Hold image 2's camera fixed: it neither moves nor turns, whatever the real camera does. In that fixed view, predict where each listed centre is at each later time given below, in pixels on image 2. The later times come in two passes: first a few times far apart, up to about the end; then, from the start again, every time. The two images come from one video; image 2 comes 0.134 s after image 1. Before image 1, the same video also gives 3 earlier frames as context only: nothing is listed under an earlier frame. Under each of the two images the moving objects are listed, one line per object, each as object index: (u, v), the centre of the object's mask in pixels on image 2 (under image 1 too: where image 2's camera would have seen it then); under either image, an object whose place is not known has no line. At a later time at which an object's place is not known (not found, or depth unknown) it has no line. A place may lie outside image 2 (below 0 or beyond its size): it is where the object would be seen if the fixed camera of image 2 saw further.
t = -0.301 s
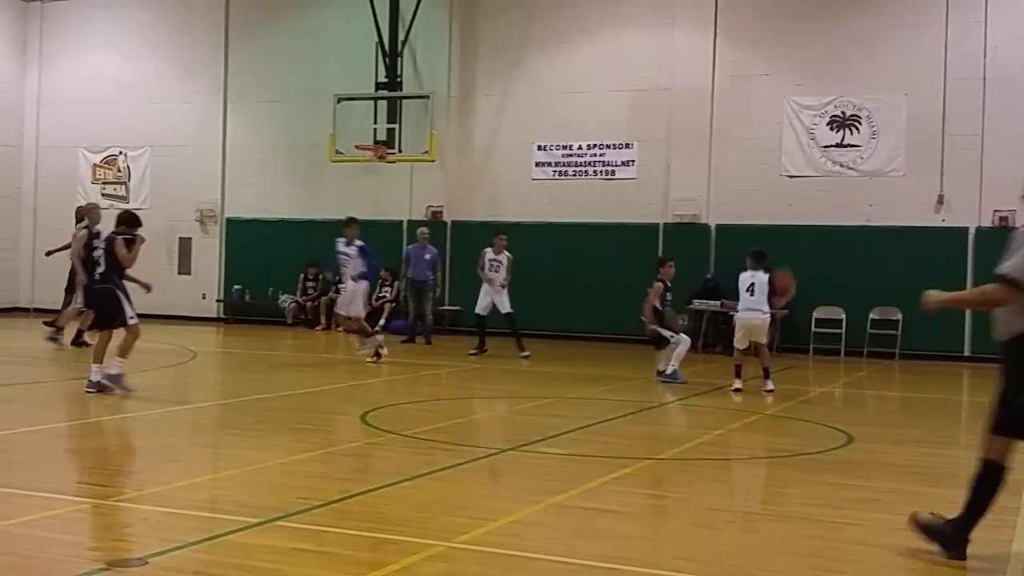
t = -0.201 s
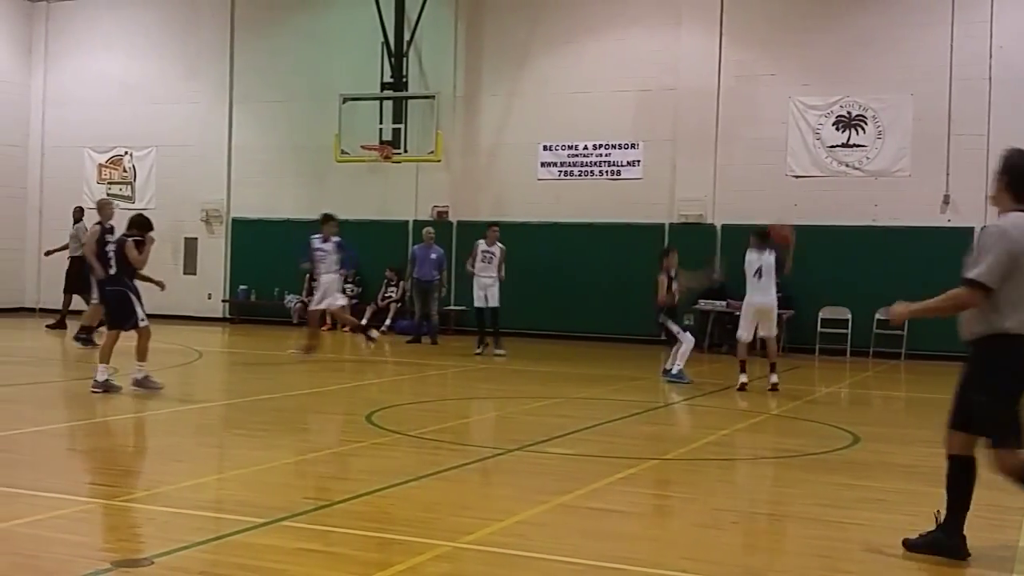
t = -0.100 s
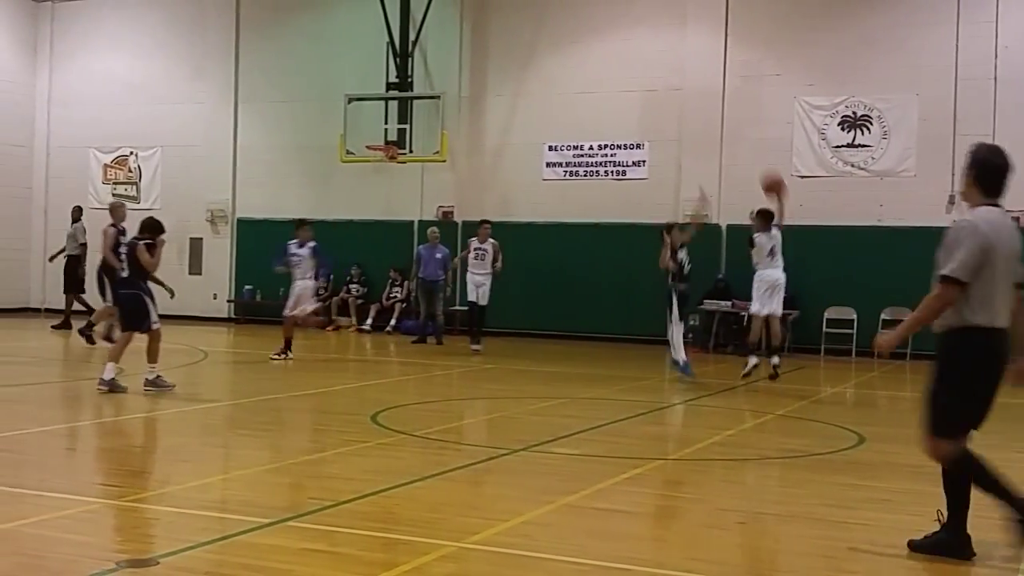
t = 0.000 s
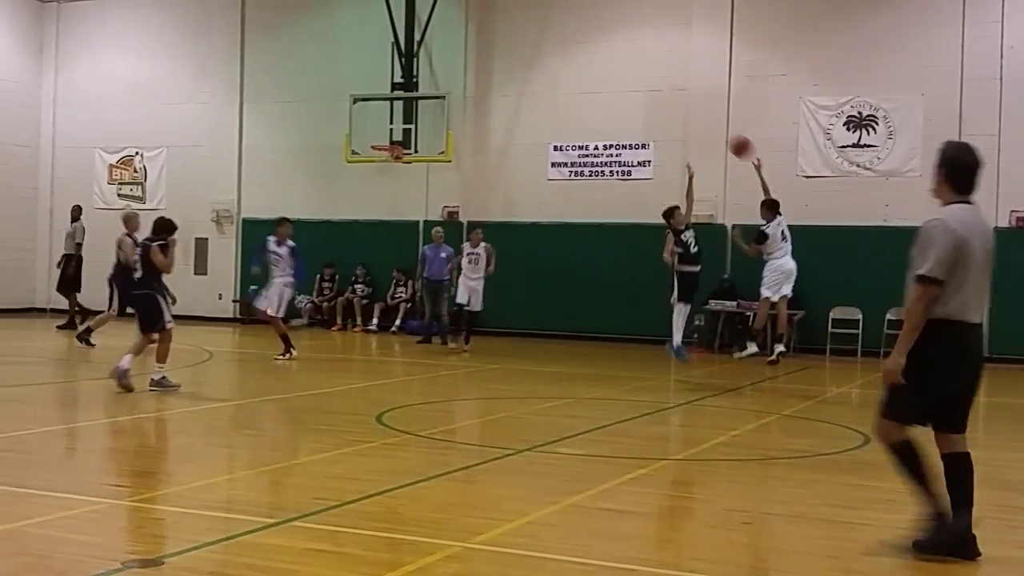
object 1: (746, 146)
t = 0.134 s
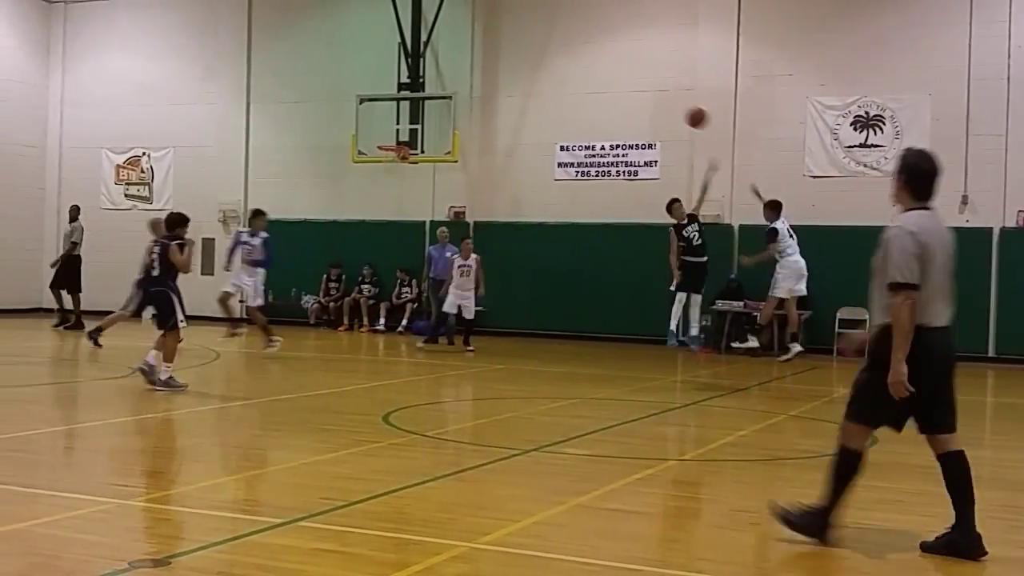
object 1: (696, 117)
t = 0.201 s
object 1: (672, 109)
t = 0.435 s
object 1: (596, 111)
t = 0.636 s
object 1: (539, 145)
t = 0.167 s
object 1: (683, 113)
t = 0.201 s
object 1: (672, 109)
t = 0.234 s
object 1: (660, 107)
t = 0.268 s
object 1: (649, 105)
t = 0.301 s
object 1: (638, 105)
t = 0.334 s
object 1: (627, 105)
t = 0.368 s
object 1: (617, 106)
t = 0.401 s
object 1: (606, 108)
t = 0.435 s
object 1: (596, 111)
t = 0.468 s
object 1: (587, 115)
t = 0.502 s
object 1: (577, 119)
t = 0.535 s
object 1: (567, 125)
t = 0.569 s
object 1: (557, 131)
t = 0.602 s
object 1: (548, 137)
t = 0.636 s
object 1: (539, 145)
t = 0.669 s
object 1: (530, 153)
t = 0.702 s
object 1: (521, 162)
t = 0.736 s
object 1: (512, 171)
